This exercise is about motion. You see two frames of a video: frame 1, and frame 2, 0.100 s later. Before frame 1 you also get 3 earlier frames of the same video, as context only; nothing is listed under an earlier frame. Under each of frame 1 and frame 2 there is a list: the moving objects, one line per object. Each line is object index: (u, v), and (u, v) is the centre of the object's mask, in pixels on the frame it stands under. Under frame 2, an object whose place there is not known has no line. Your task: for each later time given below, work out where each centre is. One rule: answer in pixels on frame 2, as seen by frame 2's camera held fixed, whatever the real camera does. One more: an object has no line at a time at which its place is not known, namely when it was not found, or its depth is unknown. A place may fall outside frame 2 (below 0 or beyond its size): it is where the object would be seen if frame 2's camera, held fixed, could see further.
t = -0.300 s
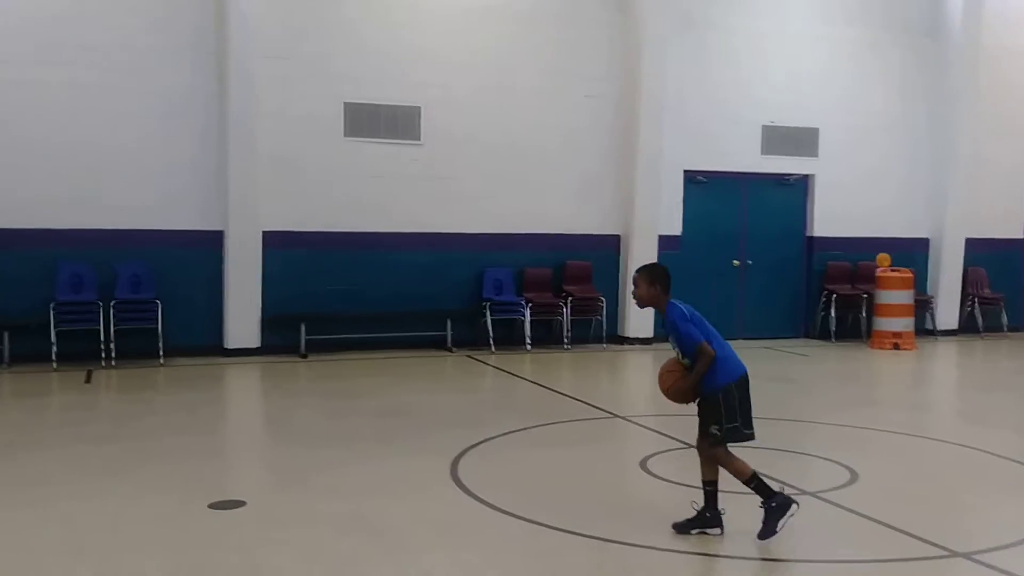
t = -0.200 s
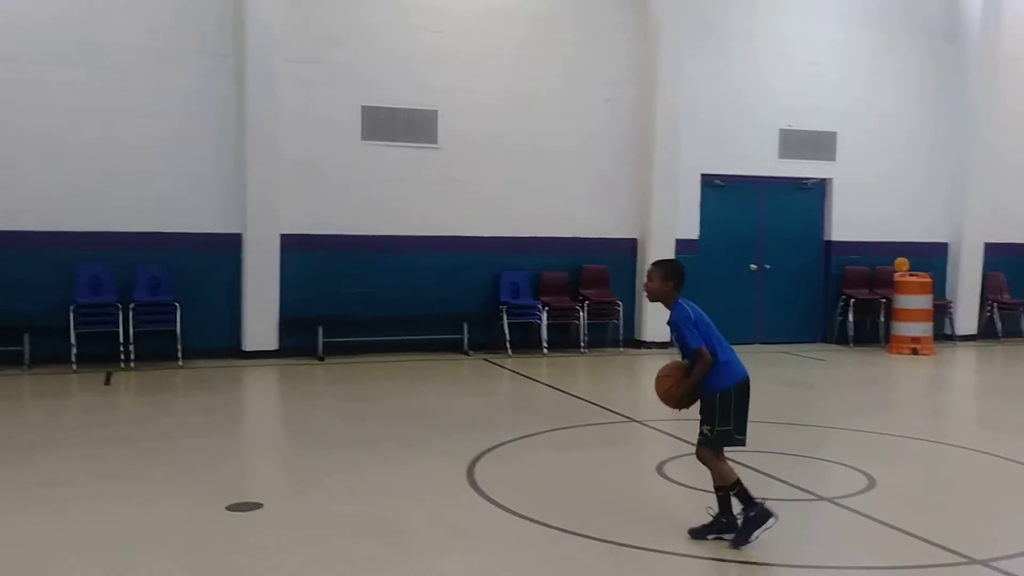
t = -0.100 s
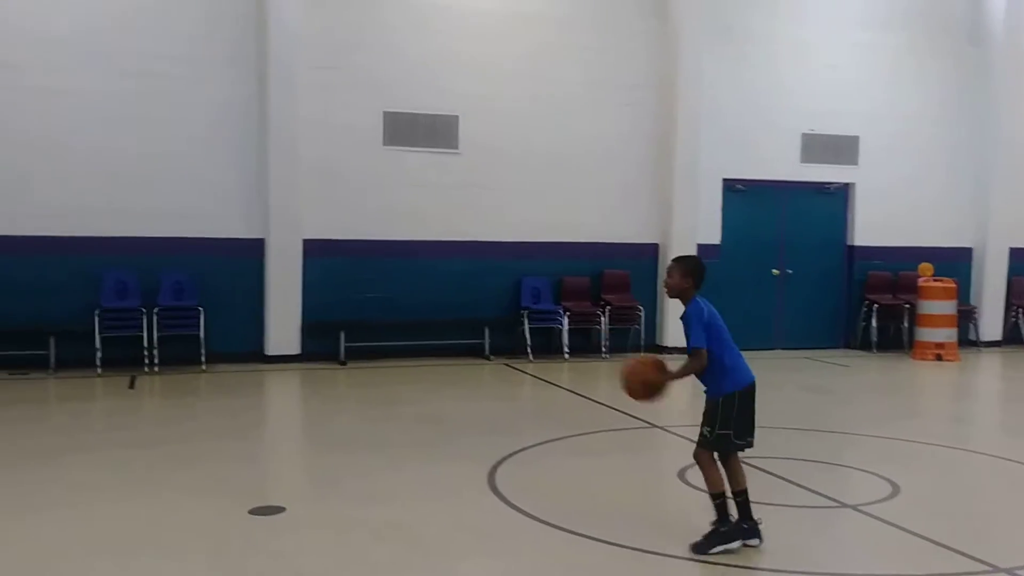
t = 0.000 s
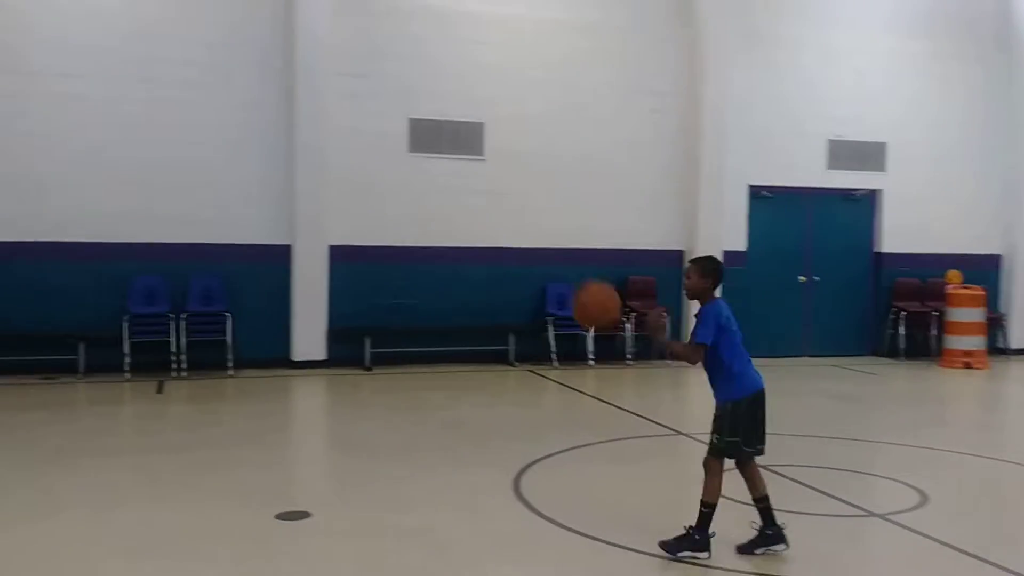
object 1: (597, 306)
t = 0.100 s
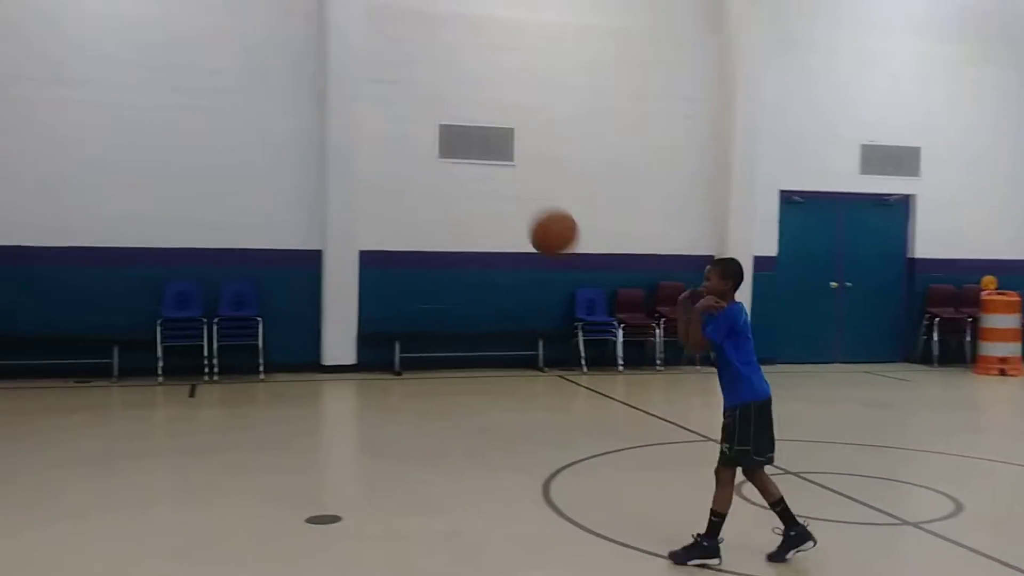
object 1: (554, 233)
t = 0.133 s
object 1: (529, 210)
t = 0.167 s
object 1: (504, 191)
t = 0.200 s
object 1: (479, 173)
